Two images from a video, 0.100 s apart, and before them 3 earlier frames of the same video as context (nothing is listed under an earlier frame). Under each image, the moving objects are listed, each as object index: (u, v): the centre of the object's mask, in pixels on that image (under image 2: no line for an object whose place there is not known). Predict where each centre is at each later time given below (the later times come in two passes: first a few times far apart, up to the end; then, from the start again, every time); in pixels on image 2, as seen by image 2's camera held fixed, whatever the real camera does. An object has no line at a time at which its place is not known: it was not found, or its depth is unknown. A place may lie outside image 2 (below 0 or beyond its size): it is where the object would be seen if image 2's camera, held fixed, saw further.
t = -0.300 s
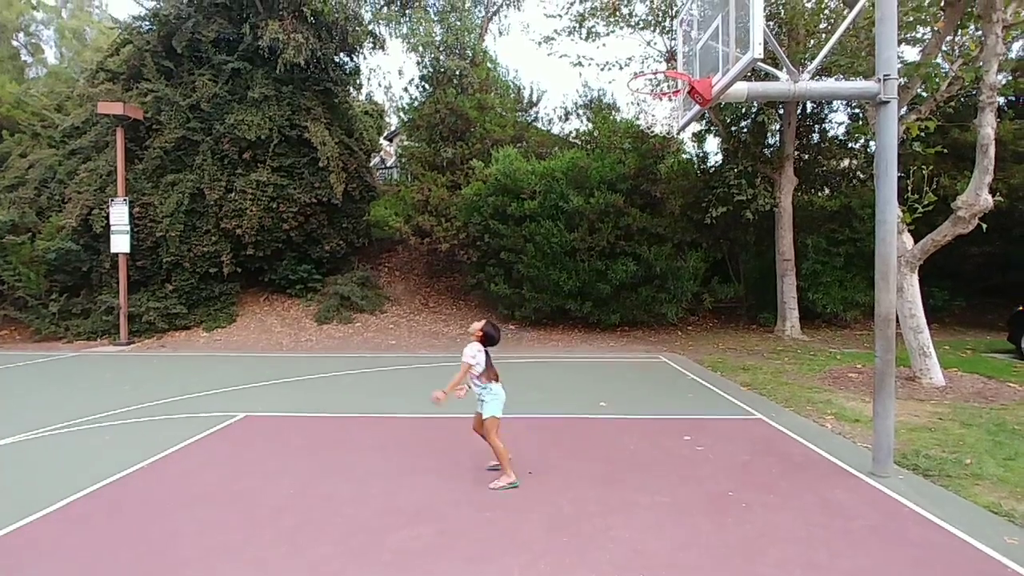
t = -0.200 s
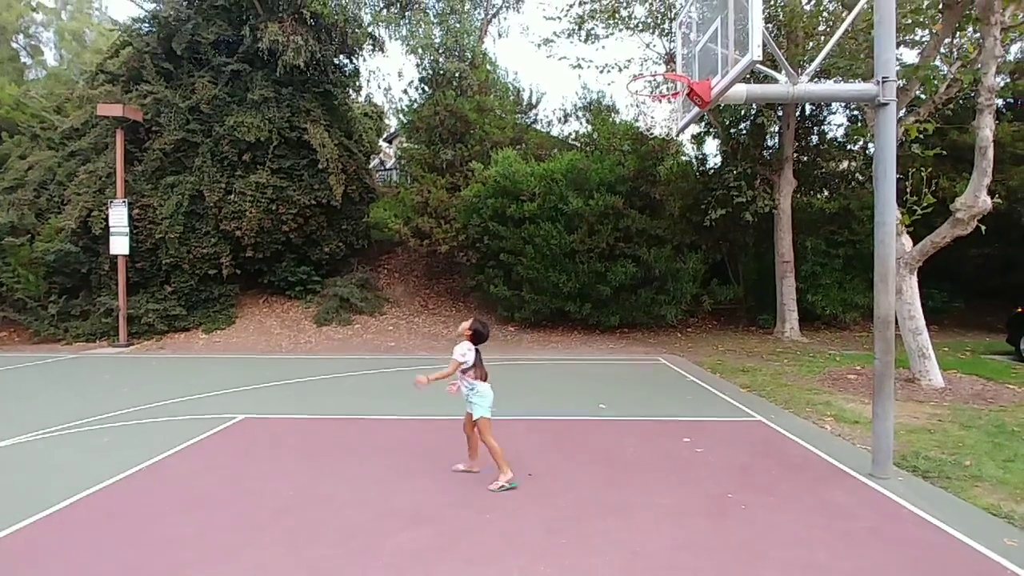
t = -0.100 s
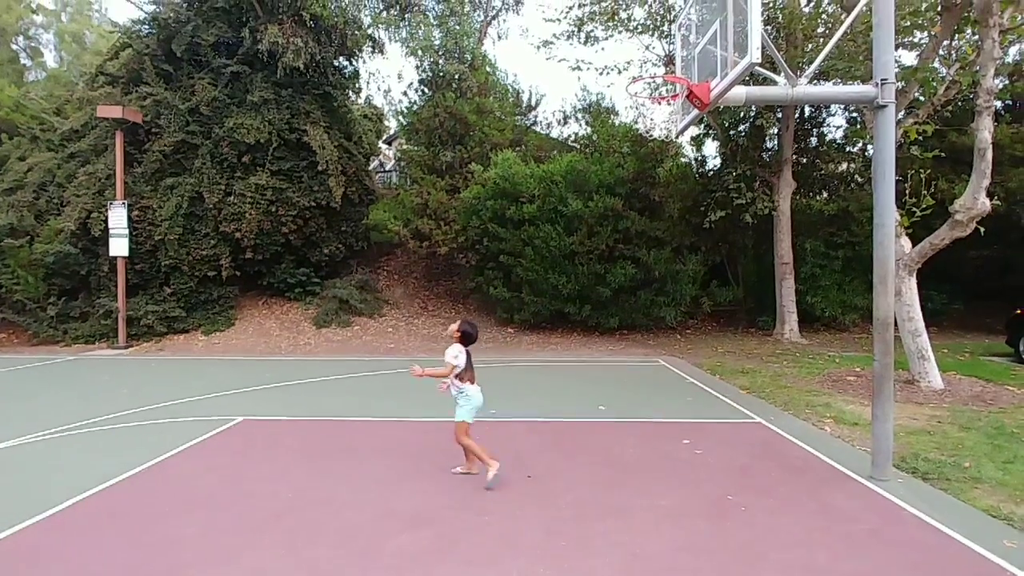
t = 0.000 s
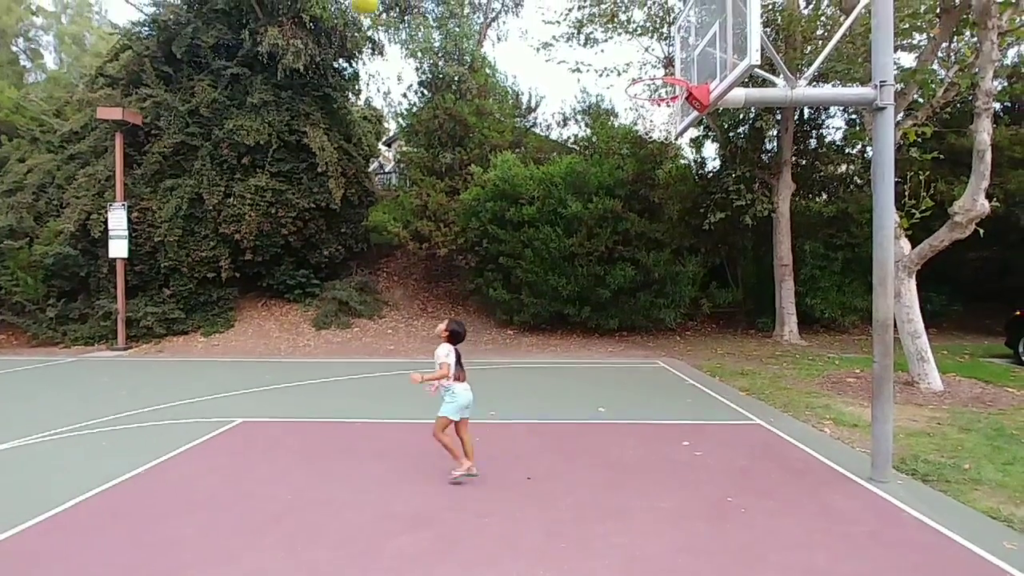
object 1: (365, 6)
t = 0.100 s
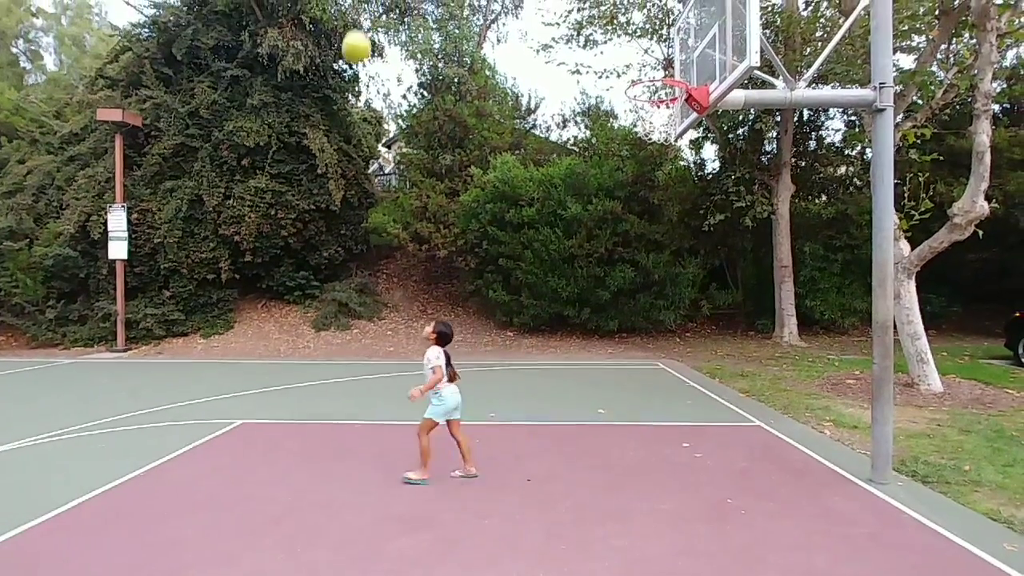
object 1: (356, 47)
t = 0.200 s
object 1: (349, 106)
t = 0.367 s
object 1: (338, 228)
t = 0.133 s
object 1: (353, 64)
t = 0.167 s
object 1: (351, 85)
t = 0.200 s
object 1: (349, 106)
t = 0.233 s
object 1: (347, 128)
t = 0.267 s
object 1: (345, 150)
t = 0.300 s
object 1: (343, 175)
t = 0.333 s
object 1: (341, 201)
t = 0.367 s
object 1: (338, 228)
